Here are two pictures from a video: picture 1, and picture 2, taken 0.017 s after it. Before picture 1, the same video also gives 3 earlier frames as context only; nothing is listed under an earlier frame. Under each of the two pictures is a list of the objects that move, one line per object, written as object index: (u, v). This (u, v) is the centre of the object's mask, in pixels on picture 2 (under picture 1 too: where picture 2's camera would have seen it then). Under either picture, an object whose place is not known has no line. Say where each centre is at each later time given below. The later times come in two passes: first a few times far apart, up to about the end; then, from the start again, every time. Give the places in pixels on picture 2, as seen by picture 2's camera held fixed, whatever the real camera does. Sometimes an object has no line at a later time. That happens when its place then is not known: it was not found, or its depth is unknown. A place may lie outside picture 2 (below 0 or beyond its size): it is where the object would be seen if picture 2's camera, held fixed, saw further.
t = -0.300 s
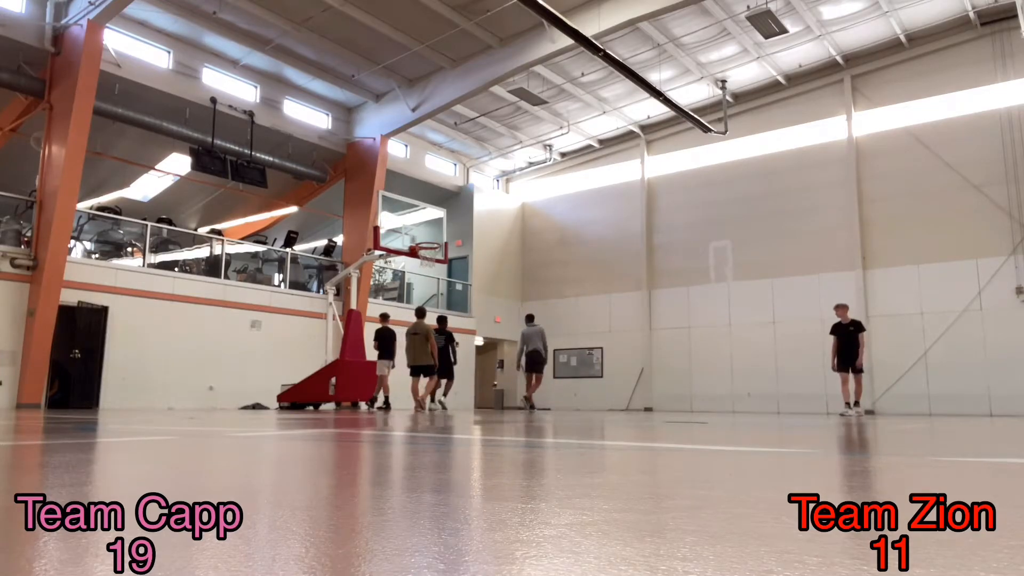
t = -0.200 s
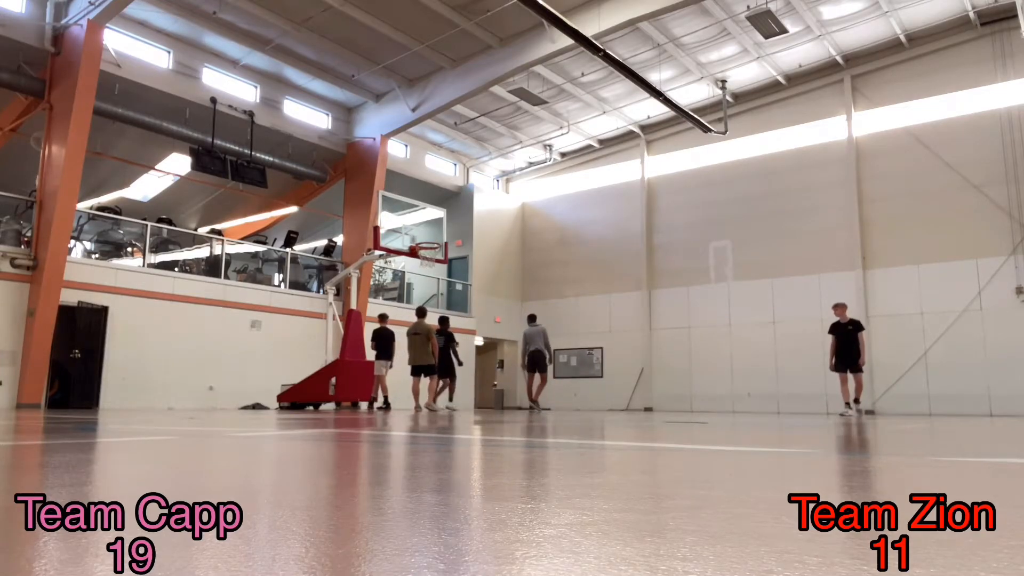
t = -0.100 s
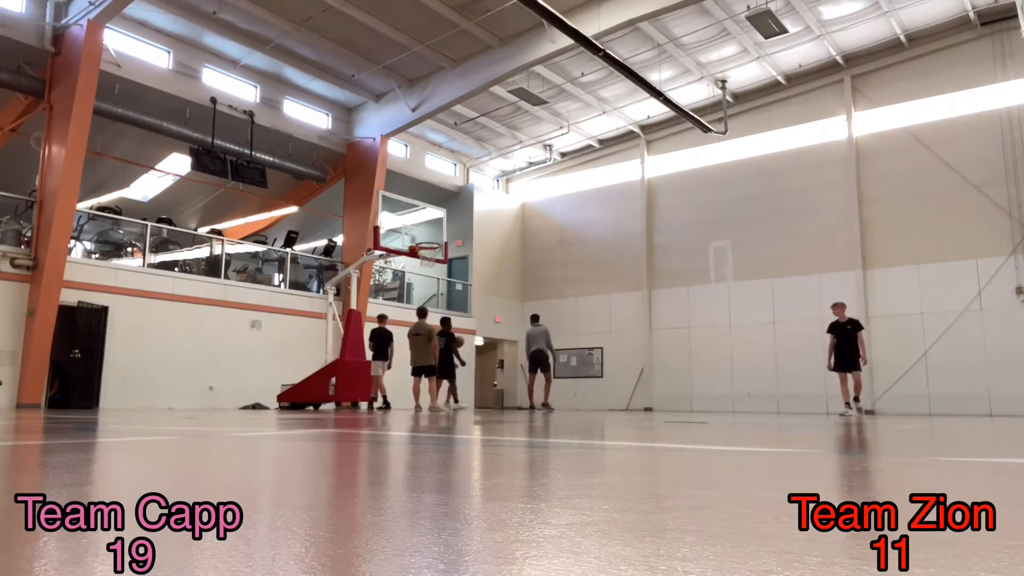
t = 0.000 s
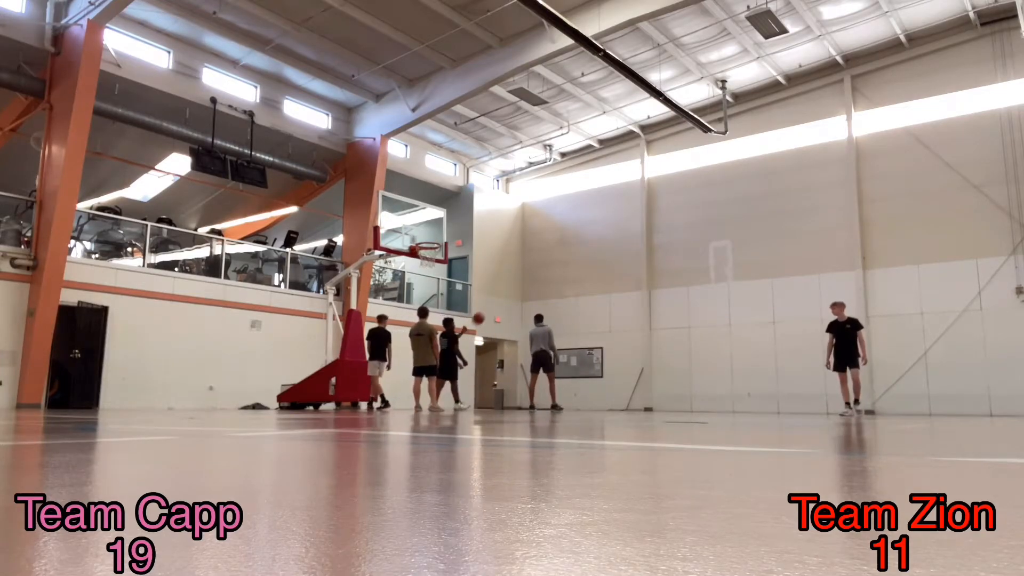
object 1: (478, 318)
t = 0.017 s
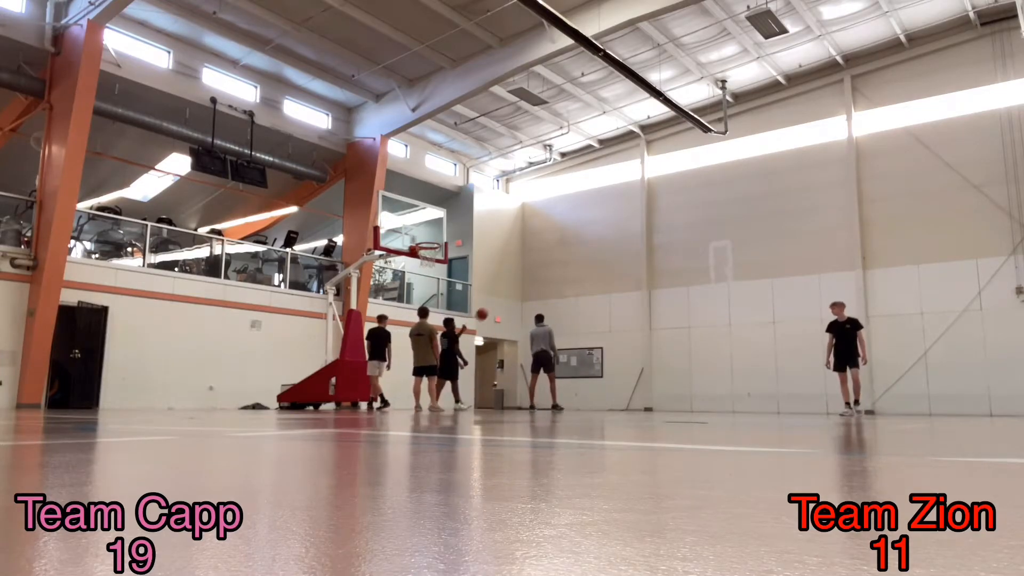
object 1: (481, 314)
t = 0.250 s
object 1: (530, 270)
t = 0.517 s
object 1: (588, 249)
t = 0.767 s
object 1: (646, 263)
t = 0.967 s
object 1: (697, 300)
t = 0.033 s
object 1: (485, 310)
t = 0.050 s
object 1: (488, 306)
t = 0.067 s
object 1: (491, 303)
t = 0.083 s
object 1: (495, 299)
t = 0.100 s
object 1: (499, 295)
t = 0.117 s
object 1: (502, 292)
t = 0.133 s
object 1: (505, 289)
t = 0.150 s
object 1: (509, 286)
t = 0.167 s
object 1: (512, 282)
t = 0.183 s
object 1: (516, 280)
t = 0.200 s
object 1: (519, 277)
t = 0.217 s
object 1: (523, 275)
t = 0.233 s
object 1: (526, 272)
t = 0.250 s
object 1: (530, 270)
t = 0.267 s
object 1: (534, 267)
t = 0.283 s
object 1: (537, 265)
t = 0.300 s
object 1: (541, 263)
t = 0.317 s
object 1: (544, 261)
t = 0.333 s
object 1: (548, 259)
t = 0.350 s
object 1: (551, 258)
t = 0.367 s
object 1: (555, 256)
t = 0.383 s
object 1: (559, 255)
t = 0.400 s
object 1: (562, 254)
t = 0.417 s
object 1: (566, 253)
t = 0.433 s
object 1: (570, 252)
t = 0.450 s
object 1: (573, 251)
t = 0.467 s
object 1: (577, 251)
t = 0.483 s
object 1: (581, 250)
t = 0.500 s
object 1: (585, 250)
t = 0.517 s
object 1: (588, 249)
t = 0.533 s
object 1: (592, 249)
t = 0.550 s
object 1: (596, 249)
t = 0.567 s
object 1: (600, 250)
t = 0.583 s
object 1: (603, 250)
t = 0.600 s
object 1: (607, 250)
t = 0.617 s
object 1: (611, 251)
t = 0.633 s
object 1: (615, 252)
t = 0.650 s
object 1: (619, 253)
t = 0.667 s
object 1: (623, 254)
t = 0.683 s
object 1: (627, 255)
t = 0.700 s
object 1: (631, 256)
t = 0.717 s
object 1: (635, 258)
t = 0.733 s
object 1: (639, 259)
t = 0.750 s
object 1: (642, 261)
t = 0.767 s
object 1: (646, 263)
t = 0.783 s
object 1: (651, 266)
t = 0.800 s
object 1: (655, 268)
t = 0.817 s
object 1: (659, 270)
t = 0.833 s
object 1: (663, 273)
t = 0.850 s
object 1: (667, 276)
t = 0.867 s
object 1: (671, 279)
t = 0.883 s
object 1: (675, 282)
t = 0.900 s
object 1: (680, 285)
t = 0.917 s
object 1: (684, 289)
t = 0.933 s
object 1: (688, 293)
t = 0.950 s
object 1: (692, 296)
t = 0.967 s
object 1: (697, 300)
